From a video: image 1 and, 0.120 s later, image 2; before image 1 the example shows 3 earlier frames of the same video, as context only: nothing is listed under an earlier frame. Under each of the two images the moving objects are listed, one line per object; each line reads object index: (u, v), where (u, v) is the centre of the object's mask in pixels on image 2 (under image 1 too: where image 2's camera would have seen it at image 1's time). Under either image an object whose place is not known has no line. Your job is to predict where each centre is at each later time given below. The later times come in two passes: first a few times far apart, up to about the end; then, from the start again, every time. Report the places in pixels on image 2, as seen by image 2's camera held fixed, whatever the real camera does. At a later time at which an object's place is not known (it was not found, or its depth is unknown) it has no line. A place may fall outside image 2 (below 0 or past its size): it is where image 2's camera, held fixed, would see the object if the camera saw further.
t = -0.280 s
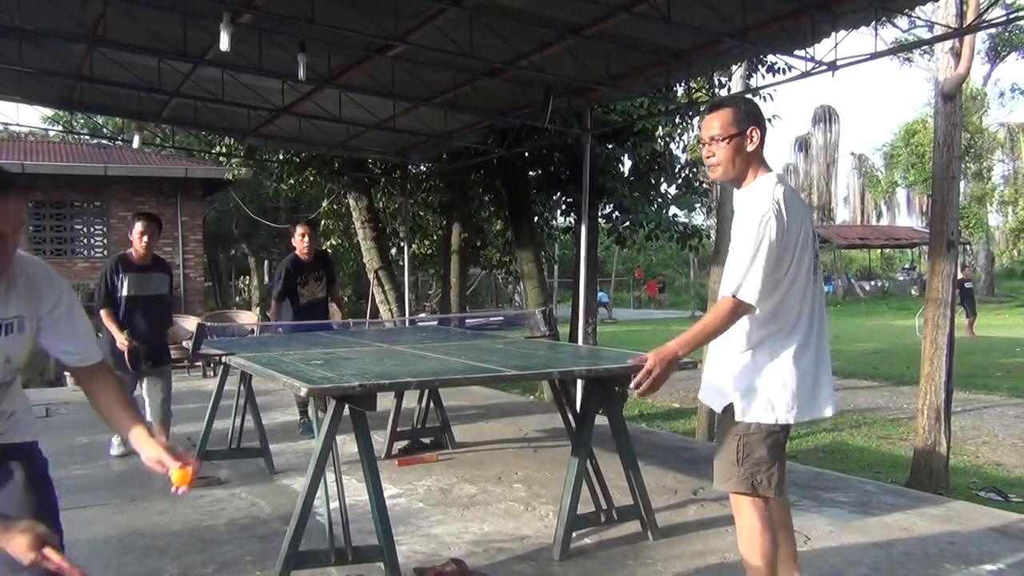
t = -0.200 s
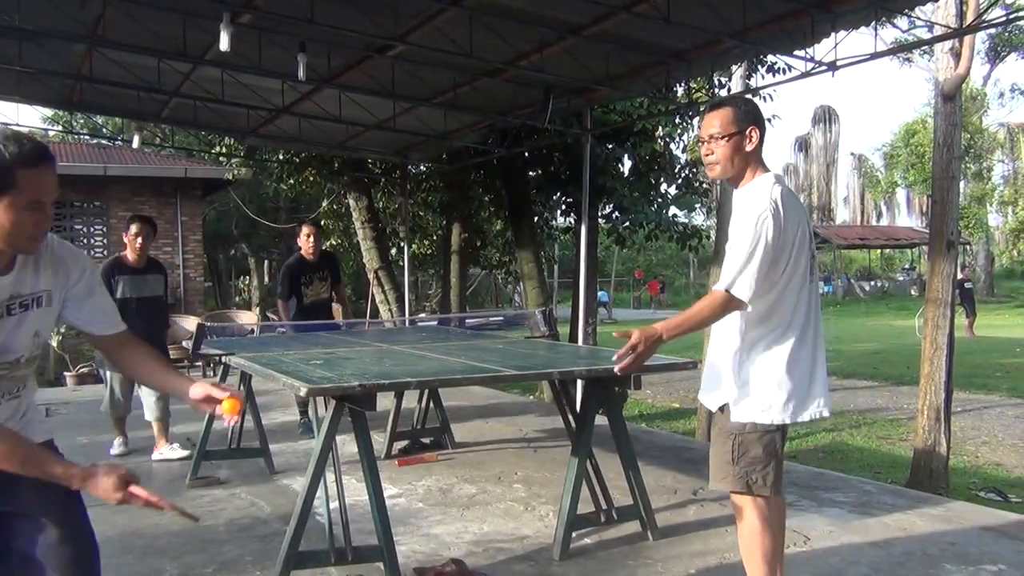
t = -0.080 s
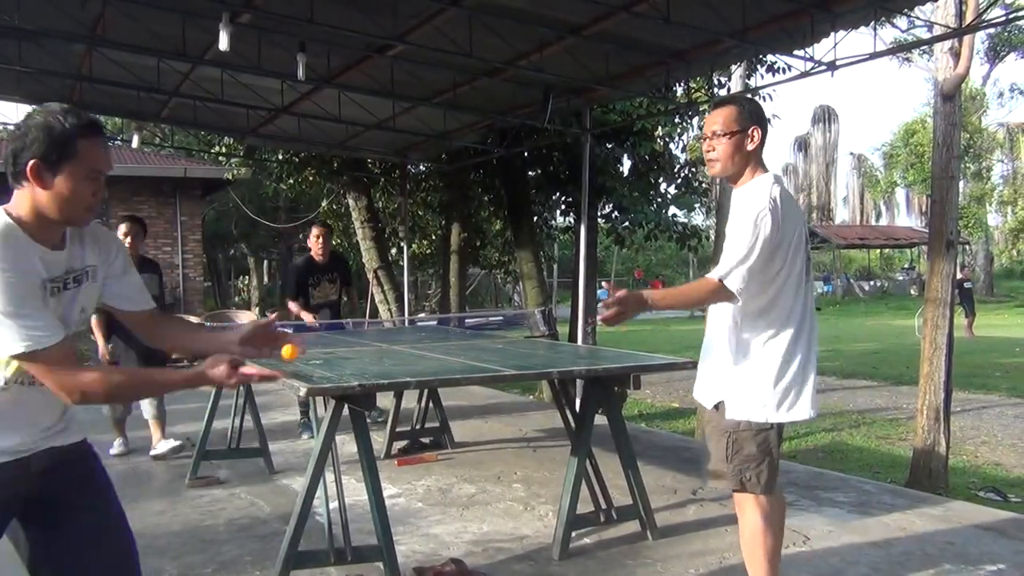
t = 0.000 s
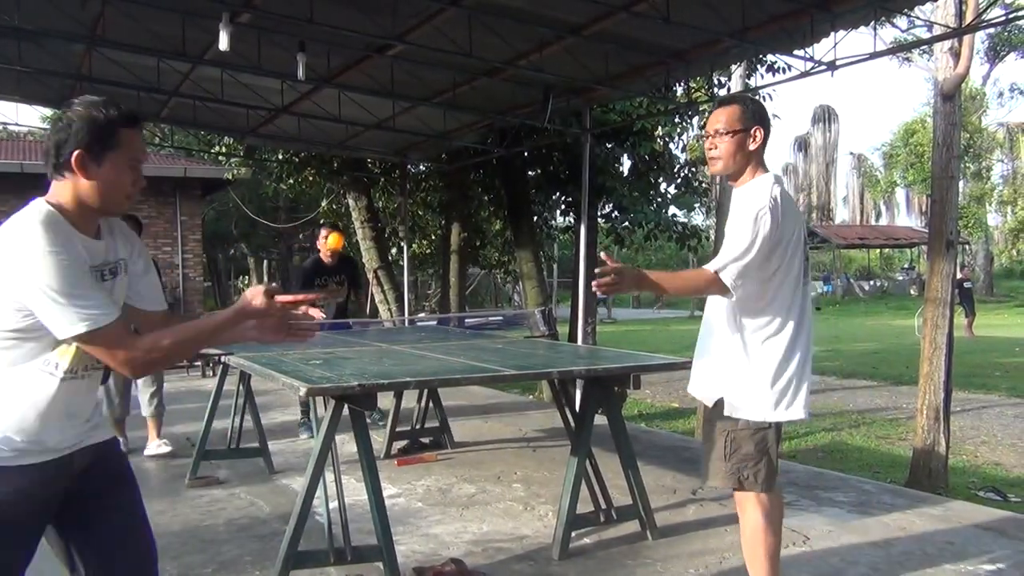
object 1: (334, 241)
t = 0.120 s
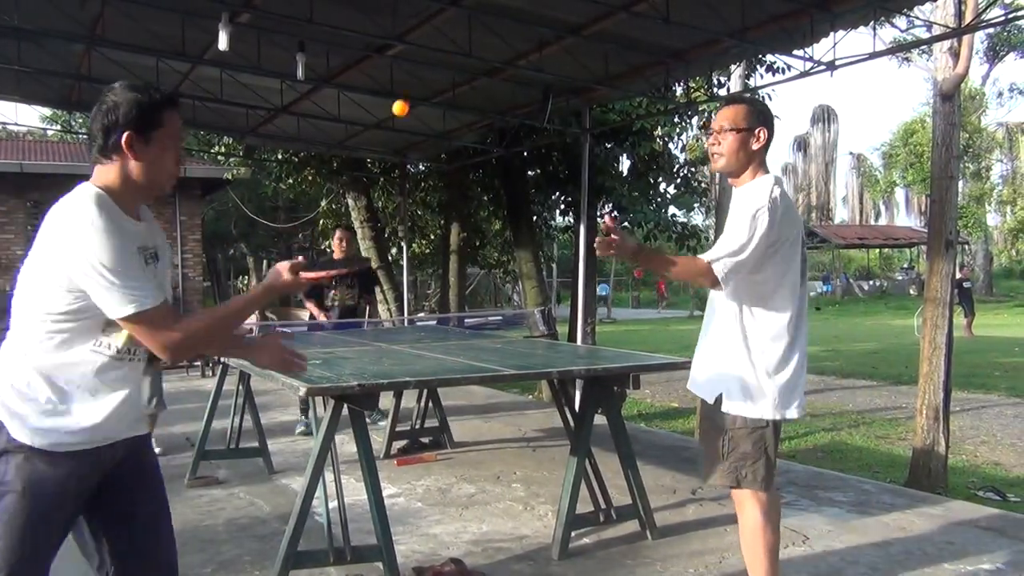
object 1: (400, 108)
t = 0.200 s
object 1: (439, 56)
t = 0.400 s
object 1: (523, 37)
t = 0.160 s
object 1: (420, 79)
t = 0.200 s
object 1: (439, 56)
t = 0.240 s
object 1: (457, 41)
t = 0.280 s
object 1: (474, 32)
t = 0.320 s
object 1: (491, 28)
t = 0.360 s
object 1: (508, 30)
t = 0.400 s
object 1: (523, 37)
